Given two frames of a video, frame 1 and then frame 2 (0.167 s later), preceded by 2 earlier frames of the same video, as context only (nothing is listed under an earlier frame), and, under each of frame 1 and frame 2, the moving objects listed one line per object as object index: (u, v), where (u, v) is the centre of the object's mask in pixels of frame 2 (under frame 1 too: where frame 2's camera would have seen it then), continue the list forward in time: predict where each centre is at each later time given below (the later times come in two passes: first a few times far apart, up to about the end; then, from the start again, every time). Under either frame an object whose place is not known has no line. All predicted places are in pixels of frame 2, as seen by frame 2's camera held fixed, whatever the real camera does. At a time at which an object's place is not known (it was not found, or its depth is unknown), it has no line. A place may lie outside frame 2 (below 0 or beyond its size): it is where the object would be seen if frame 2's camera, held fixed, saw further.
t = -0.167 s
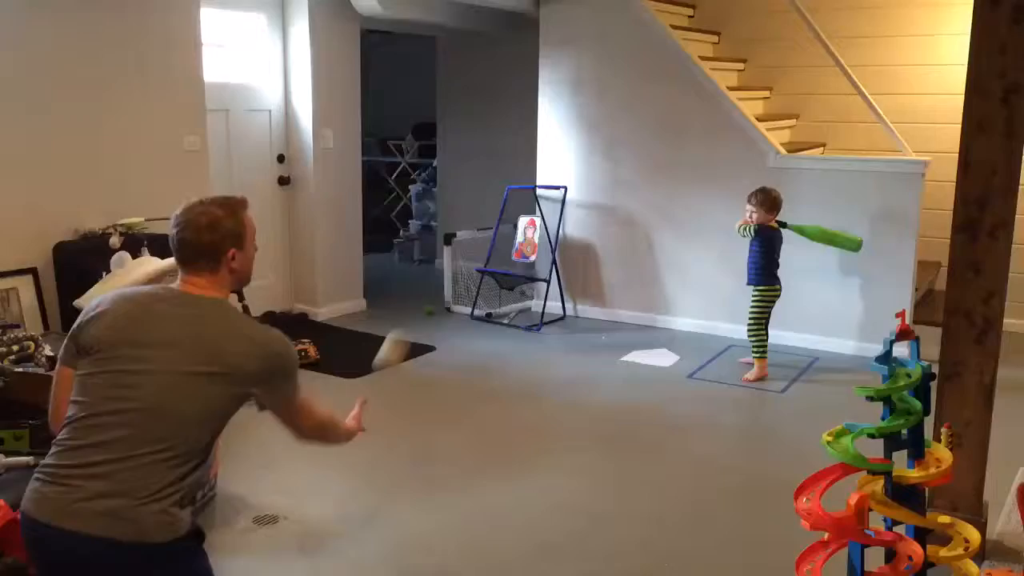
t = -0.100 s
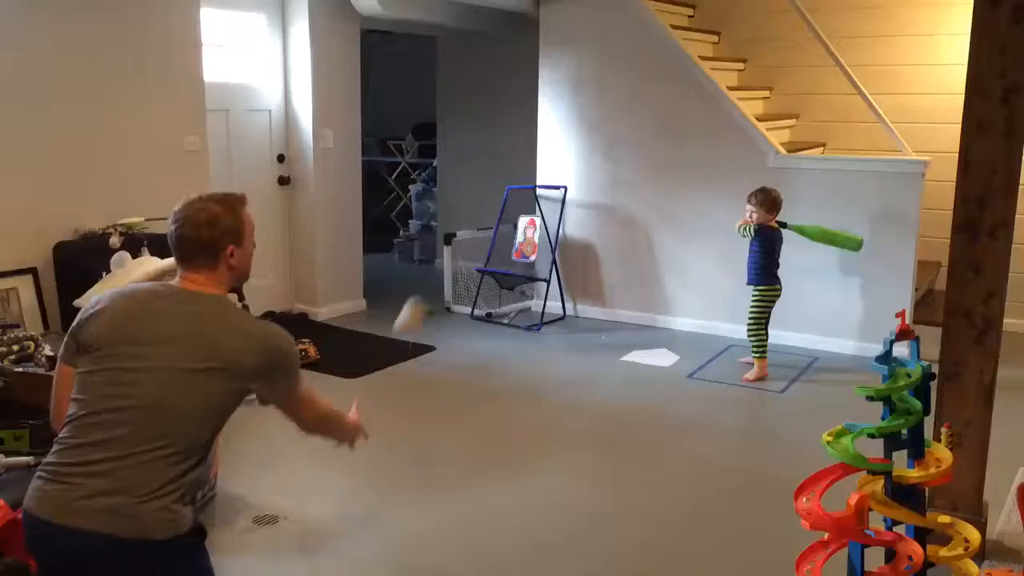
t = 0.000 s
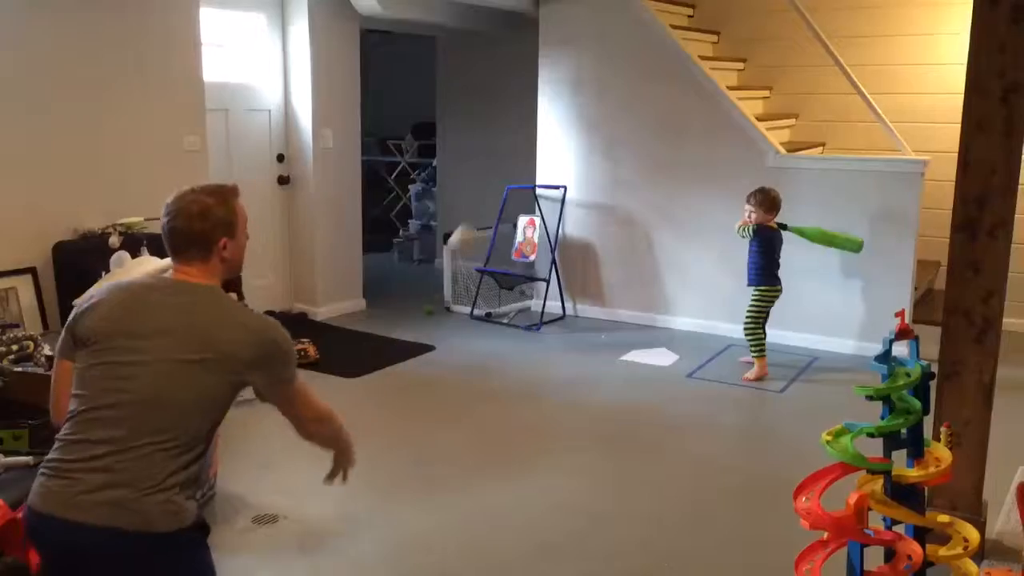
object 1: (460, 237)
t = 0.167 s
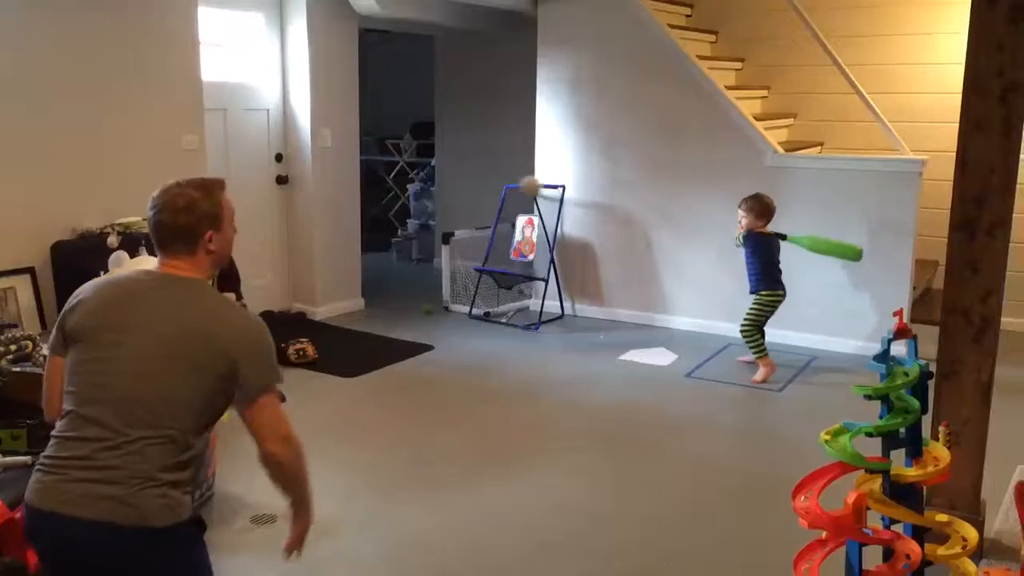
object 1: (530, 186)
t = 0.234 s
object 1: (555, 185)
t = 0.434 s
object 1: (606, 234)
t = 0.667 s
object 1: (649, 335)
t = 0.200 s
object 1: (543, 184)
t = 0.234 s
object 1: (555, 185)
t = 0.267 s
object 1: (566, 187)
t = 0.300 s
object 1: (575, 194)
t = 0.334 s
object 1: (584, 202)
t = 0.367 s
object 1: (595, 211)
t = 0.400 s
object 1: (600, 221)
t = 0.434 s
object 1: (606, 234)
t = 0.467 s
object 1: (612, 247)
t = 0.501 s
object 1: (620, 264)
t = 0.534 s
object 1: (626, 281)
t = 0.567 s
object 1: (632, 298)
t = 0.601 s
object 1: (638, 320)
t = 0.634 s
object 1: (644, 338)
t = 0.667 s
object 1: (649, 335)
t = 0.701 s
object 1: (652, 317)
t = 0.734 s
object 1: (655, 300)
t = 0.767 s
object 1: (660, 287)
